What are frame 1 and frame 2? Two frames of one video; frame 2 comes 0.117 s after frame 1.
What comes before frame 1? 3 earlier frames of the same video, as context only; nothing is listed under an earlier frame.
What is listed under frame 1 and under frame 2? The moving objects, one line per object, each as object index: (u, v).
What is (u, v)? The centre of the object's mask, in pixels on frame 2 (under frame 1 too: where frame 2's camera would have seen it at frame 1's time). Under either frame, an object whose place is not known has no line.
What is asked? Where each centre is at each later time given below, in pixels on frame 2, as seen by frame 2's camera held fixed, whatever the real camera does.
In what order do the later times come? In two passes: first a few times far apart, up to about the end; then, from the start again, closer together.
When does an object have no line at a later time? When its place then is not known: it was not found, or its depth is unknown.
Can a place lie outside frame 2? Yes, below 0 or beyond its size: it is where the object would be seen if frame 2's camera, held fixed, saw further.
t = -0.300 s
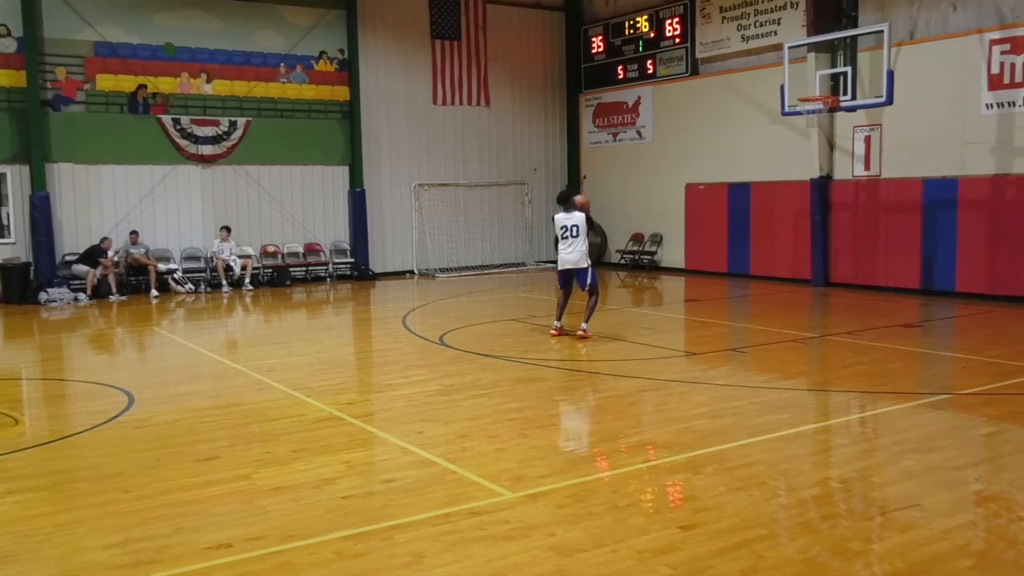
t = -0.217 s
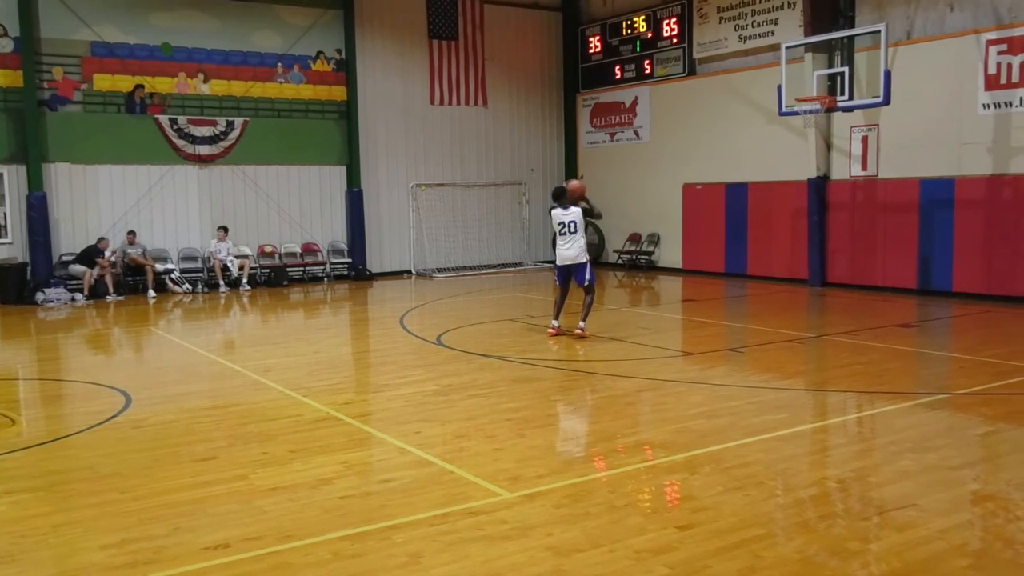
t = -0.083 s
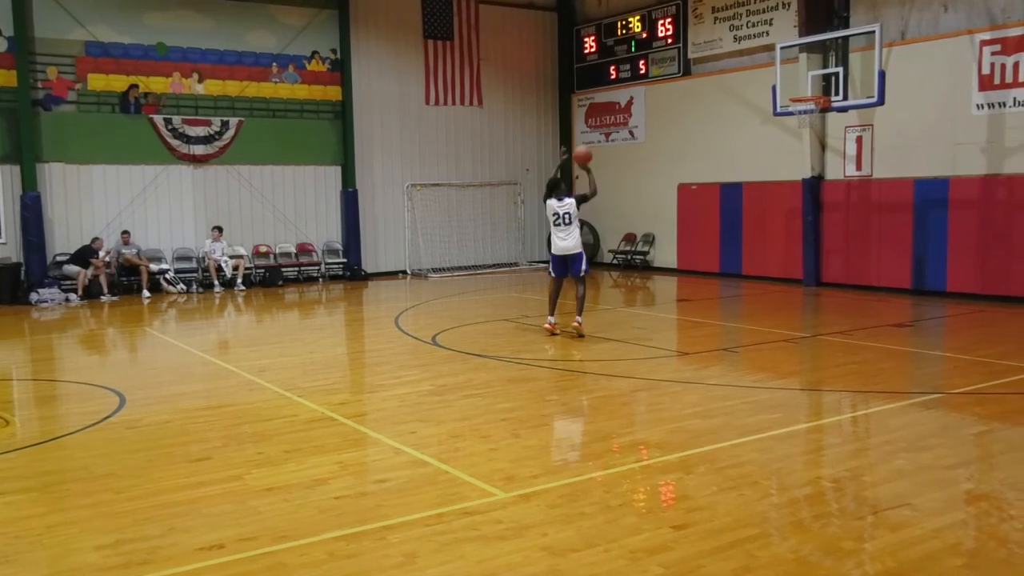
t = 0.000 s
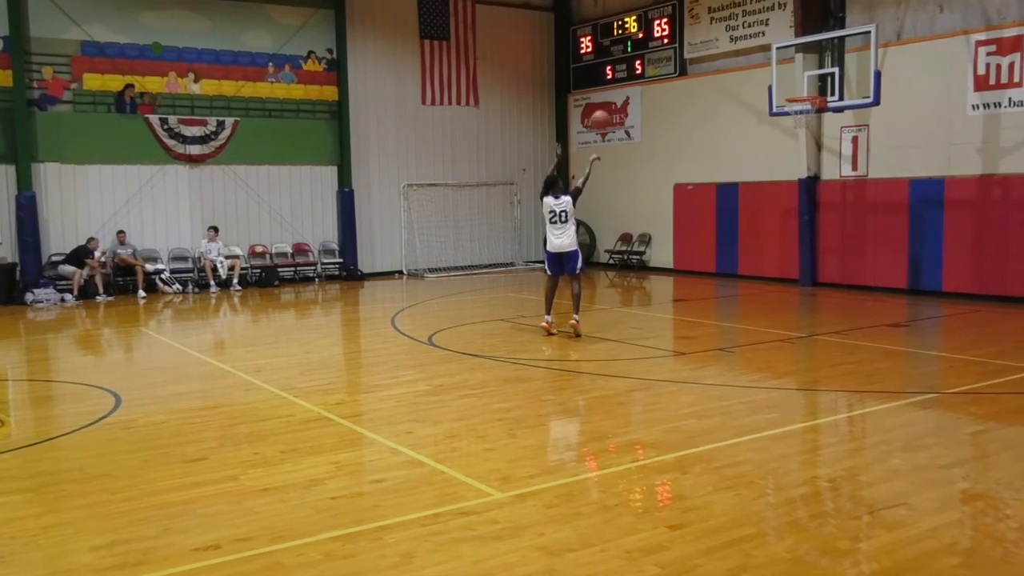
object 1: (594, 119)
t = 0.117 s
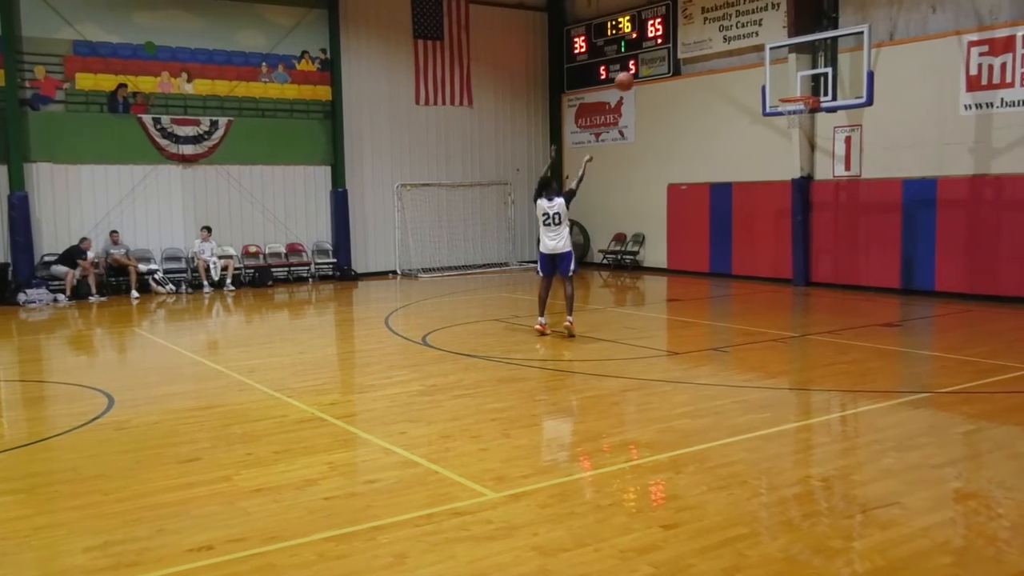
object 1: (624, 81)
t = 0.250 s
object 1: (657, 52)
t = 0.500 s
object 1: (715, 35)
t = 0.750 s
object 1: (768, 64)
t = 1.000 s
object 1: (807, 115)
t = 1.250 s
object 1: (796, 142)
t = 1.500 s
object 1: (784, 209)
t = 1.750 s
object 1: (774, 289)
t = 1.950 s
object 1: (768, 236)
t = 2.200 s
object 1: (760, 208)
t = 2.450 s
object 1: (751, 220)
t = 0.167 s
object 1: (636, 68)
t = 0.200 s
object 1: (645, 59)
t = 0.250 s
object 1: (657, 52)
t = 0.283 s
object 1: (665, 47)
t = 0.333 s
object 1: (677, 41)
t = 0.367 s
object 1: (684, 38)
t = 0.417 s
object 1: (696, 35)
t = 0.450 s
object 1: (704, 35)
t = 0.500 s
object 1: (715, 35)
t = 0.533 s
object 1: (722, 37)
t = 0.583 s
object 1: (733, 40)
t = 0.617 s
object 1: (740, 43)
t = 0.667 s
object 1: (750, 50)
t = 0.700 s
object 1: (757, 55)
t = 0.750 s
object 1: (768, 64)
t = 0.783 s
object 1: (774, 70)
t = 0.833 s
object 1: (784, 82)
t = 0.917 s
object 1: (800, 106)
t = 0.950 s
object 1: (804, 114)
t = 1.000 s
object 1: (807, 115)
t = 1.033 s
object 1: (806, 115)
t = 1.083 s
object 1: (803, 118)
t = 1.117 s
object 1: (802, 121)
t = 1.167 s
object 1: (799, 128)
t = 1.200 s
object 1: (798, 133)
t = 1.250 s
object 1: (796, 142)
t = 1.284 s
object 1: (794, 148)
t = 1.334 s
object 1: (792, 160)
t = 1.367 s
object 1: (791, 169)
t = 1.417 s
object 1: (788, 182)
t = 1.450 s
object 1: (787, 193)
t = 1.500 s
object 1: (784, 209)
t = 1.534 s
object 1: (783, 221)
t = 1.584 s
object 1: (779, 239)
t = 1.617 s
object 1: (779, 254)
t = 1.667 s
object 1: (776, 277)
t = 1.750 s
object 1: (774, 289)
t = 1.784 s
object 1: (773, 277)
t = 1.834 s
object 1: (772, 263)
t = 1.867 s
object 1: (771, 255)
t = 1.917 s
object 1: (769, 243)
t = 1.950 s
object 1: (768, 236)
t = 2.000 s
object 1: (766, 228)
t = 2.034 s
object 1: (765, 222)
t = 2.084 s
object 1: (764, 216)
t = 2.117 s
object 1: (763, 213)
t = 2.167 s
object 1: (761, 209)
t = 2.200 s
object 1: (760, 208)
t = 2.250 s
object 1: (758, 207)
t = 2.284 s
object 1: (758, 207)
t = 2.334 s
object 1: (756, 209)
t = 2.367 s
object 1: (754, 211)
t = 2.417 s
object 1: (752, 216)
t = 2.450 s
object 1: (751, 220)
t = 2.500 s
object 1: (750, 228)
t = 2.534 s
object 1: (748, 234)
